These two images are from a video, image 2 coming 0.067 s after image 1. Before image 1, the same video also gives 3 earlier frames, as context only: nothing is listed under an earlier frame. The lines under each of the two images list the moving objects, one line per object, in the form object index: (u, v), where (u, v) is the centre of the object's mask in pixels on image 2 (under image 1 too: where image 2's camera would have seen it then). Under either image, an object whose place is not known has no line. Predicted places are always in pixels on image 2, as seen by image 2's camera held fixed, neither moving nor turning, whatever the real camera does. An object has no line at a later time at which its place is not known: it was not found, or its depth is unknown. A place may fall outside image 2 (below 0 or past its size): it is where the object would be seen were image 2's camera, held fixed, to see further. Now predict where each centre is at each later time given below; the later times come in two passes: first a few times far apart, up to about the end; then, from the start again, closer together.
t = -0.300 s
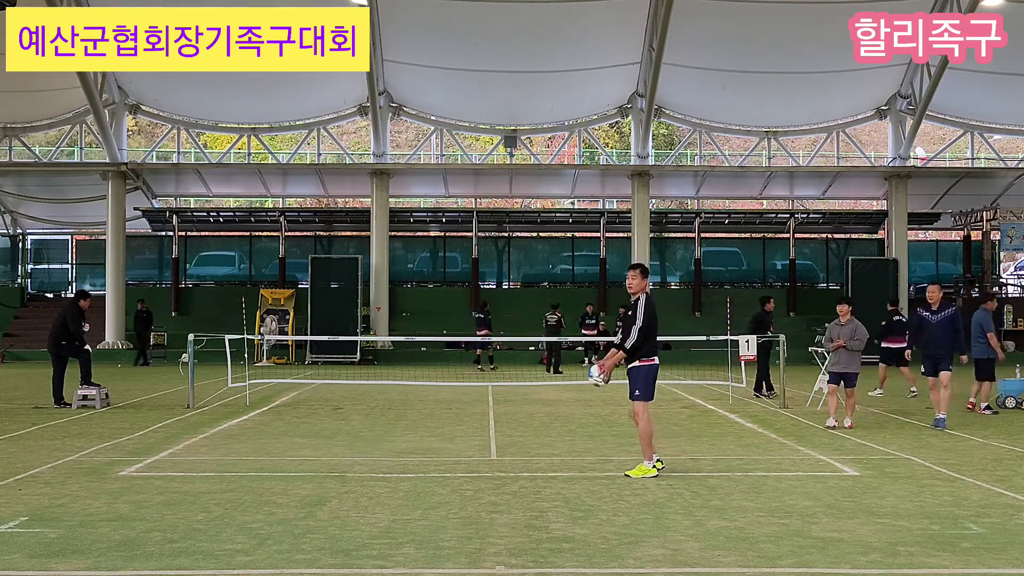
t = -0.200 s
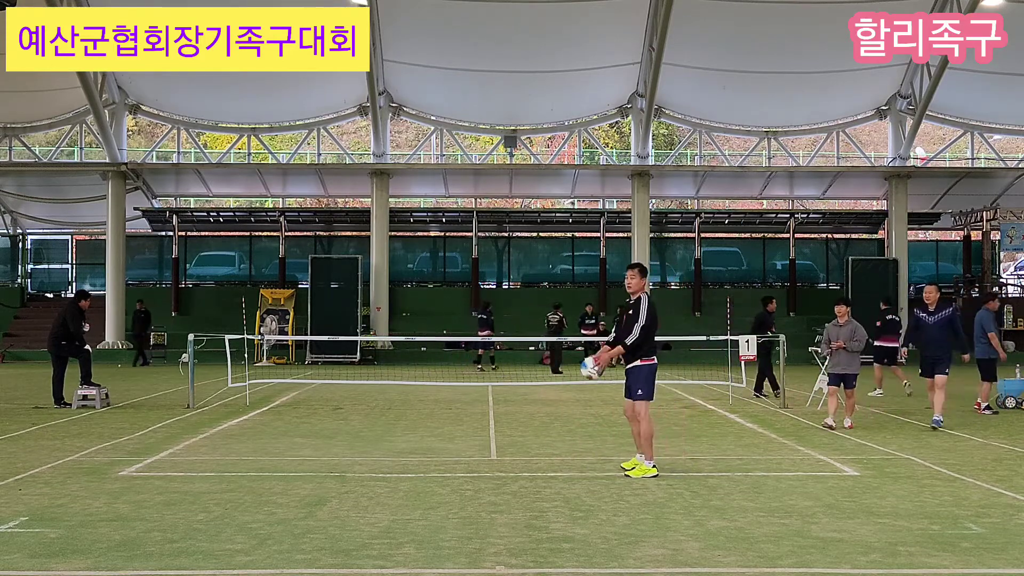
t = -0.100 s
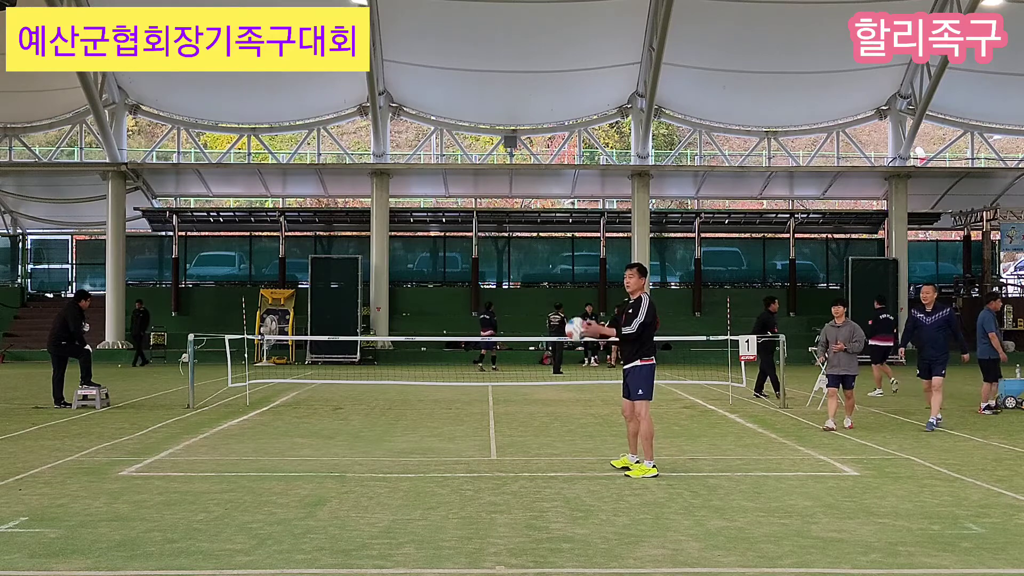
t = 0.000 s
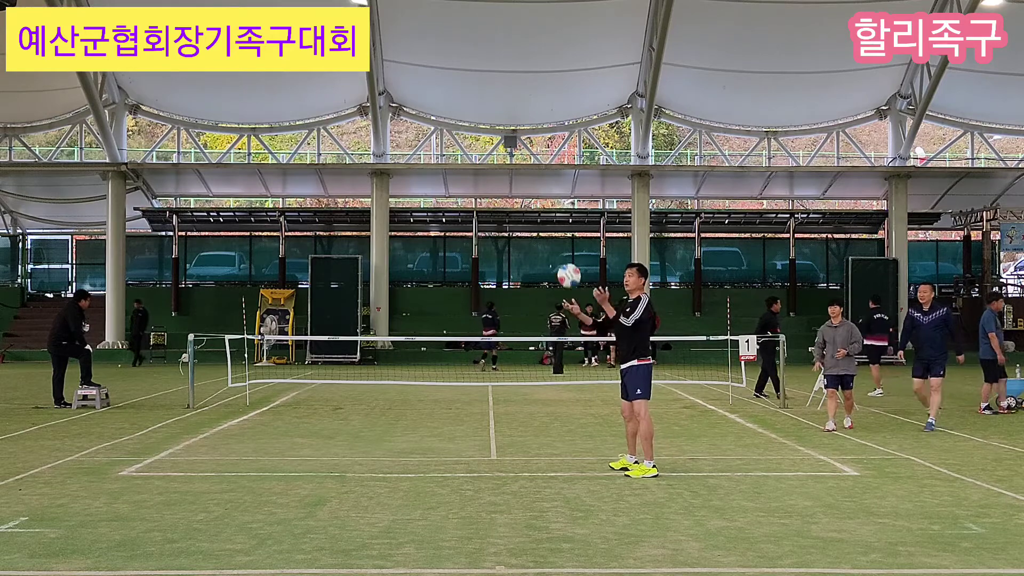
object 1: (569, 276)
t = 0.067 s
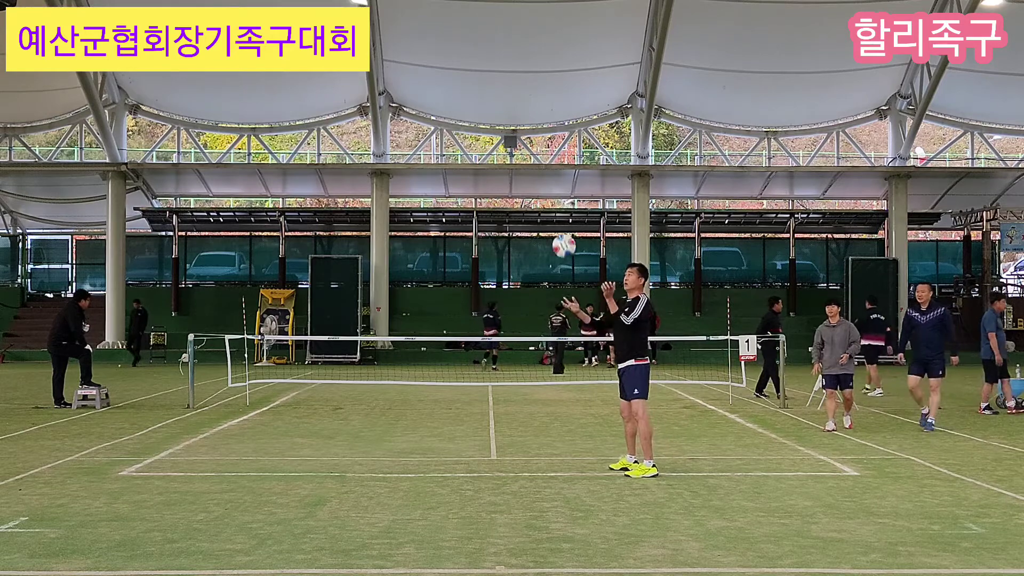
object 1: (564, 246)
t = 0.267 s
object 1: (550, 187)
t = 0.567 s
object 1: (530, 184)
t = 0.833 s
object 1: (512, 266)
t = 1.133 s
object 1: (491, 454)
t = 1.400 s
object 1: (485, 357)
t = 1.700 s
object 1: (480, 304)
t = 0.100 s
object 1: (561, 233)
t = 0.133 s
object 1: (559, 221)
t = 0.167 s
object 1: (557, 211)
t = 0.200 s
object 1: (554, 202)
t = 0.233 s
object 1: (552, 194)
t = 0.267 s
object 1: (550, 187)
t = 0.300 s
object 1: (547, 182)
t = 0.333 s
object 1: (545, 178)
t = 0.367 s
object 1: (543, 175)
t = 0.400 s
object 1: (541, 173)
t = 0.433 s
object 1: (539, 173)
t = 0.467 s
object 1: (537, 174)
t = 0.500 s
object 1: (534, 176)
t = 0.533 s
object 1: (532, 179)
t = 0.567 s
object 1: (530, 184)
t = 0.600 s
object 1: (528, 189)
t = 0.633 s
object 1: (525, 196)
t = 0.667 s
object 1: (523, 205)
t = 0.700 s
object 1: (521, 214)
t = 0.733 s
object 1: (519, 225)
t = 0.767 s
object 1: (517, 238)
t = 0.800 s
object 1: (515, 251)
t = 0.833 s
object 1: (512, 266)
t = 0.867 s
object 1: (510, 282)
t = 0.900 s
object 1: (508, 300)
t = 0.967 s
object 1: (503, 338)
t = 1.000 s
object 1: (501, 358)
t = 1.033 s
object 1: (499, 380)
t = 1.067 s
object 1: (496, 404)
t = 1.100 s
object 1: (494, 429)
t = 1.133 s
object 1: (491, 454)
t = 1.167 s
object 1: (490, 471)
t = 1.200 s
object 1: (489, 451)
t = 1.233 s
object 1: (488, 432)
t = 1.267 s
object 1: (488, 414)
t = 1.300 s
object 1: (487, 398)
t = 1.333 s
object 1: (486, 383)
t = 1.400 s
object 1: (485, 357)
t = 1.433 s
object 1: (485, 346)
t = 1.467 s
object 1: (484, 336)
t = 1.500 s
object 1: (484, 327)
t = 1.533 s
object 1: (483, 320)
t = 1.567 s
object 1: (482, 314)
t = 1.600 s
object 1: (482, 310)
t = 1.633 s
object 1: (481, 307)
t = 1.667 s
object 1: (480, 305)
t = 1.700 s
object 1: (480, 304)
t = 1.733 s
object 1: (479, 304)
